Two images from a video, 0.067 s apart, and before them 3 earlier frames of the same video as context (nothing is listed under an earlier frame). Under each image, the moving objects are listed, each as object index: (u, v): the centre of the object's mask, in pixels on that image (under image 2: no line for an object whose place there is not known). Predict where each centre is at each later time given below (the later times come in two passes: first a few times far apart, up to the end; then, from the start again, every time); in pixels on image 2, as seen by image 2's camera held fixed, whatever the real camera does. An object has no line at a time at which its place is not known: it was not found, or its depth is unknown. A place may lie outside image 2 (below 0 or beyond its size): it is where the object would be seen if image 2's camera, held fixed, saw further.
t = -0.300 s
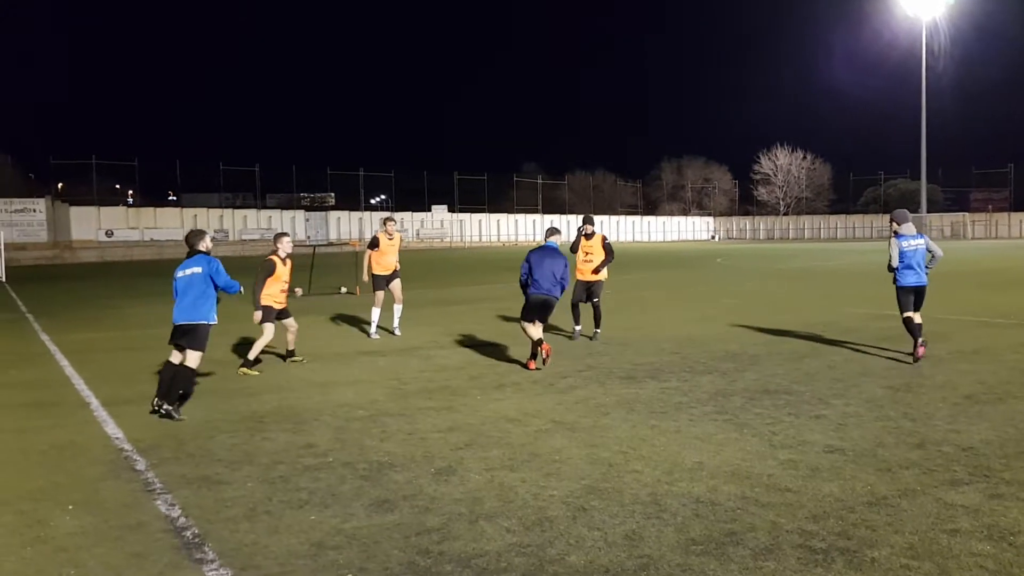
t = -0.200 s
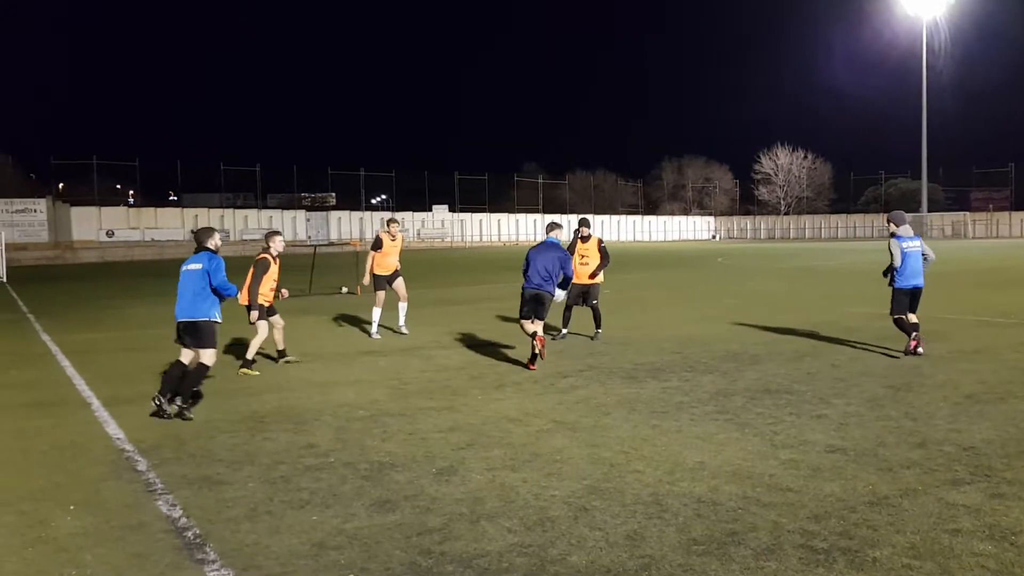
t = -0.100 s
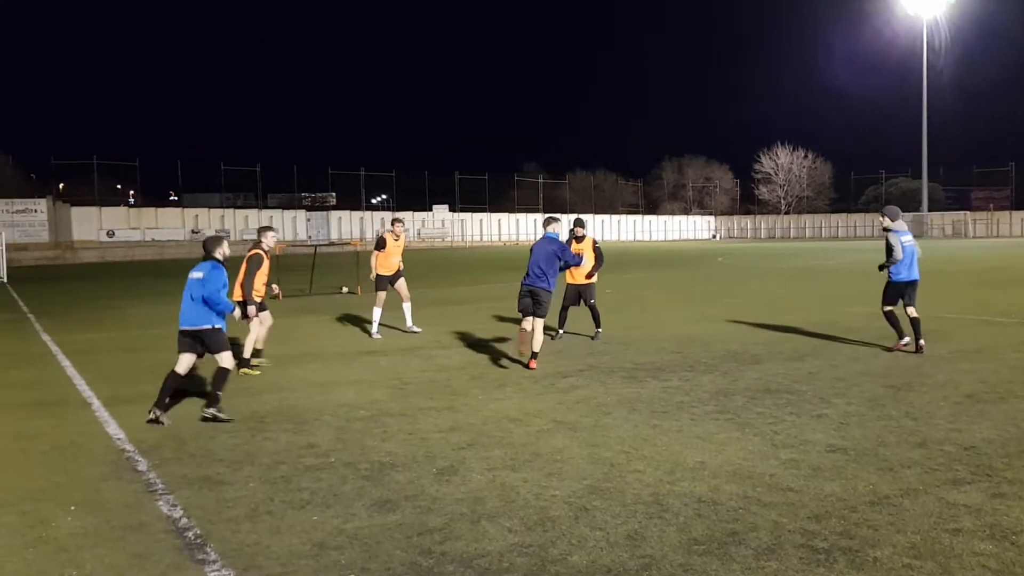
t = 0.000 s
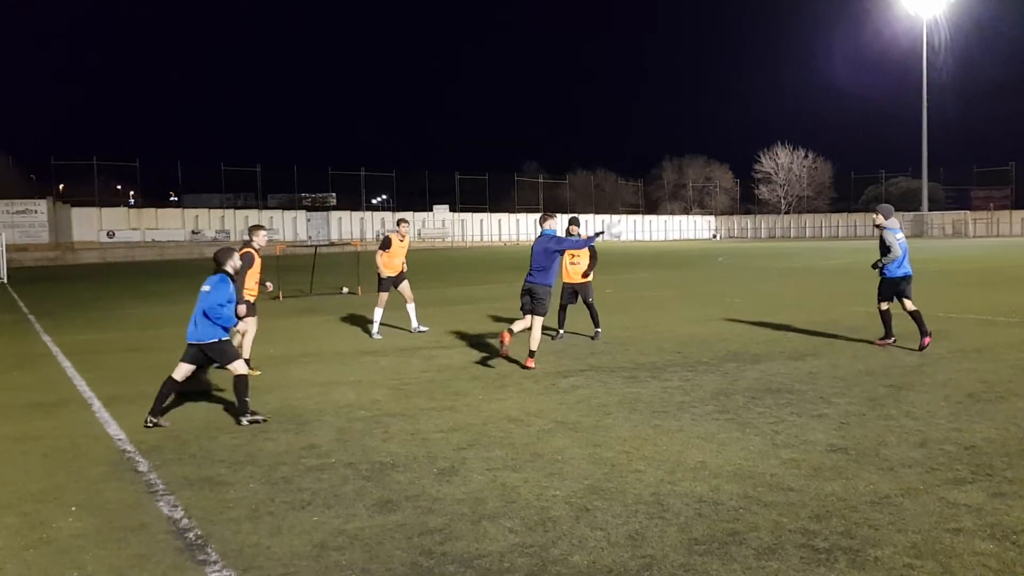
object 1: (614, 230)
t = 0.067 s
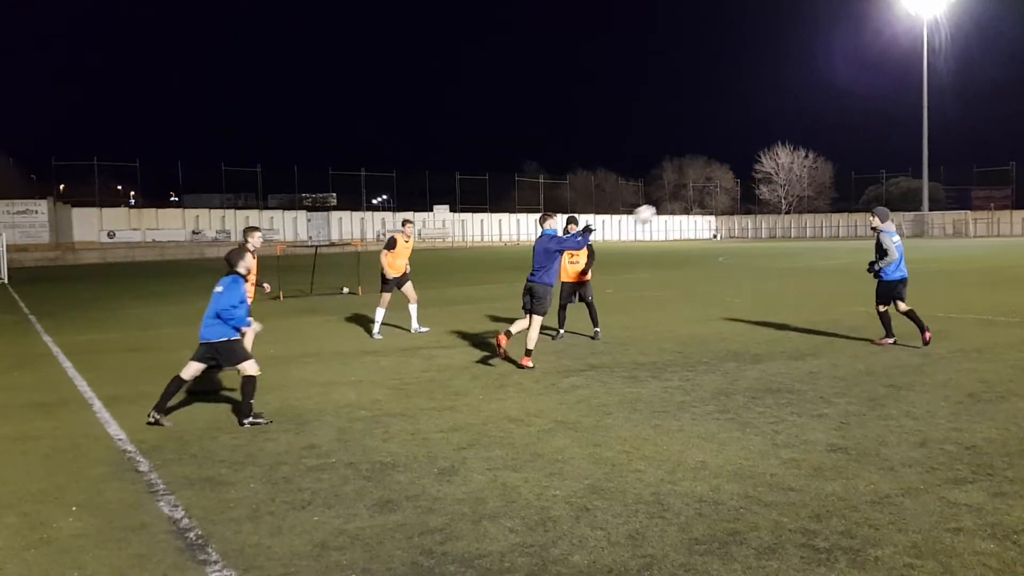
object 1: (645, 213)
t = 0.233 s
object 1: (715, 195)
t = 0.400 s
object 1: (784, 199)
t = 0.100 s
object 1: (659, 208)
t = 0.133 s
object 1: (674, 204)
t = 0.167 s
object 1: (688, 200)
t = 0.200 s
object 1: (701, 197)
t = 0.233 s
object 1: (715, 195)
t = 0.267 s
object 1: (730, 194)
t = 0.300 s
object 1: (743, 194)
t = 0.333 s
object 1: (757, 195)
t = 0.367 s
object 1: (770, 197)
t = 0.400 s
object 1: (784, 199)
